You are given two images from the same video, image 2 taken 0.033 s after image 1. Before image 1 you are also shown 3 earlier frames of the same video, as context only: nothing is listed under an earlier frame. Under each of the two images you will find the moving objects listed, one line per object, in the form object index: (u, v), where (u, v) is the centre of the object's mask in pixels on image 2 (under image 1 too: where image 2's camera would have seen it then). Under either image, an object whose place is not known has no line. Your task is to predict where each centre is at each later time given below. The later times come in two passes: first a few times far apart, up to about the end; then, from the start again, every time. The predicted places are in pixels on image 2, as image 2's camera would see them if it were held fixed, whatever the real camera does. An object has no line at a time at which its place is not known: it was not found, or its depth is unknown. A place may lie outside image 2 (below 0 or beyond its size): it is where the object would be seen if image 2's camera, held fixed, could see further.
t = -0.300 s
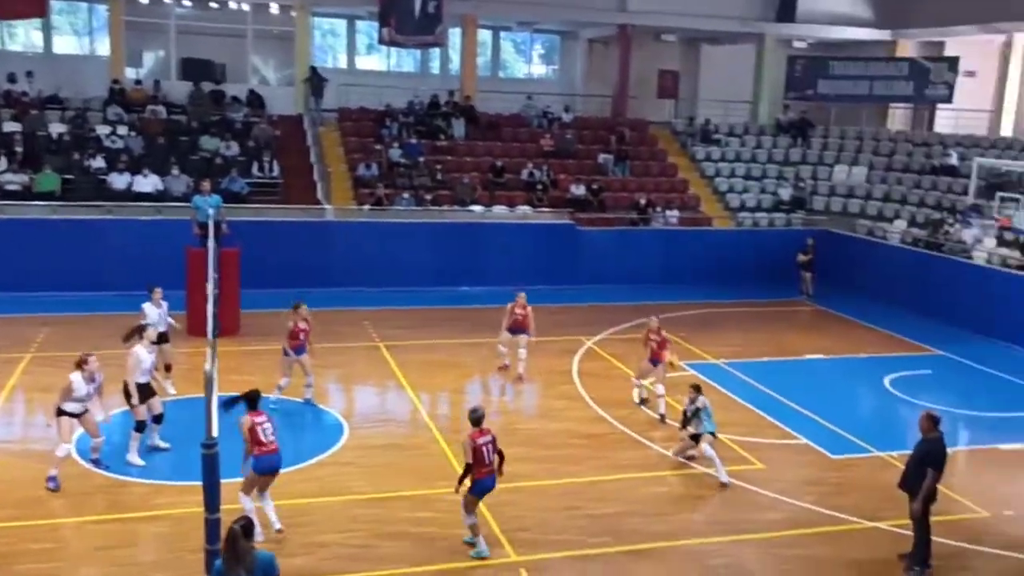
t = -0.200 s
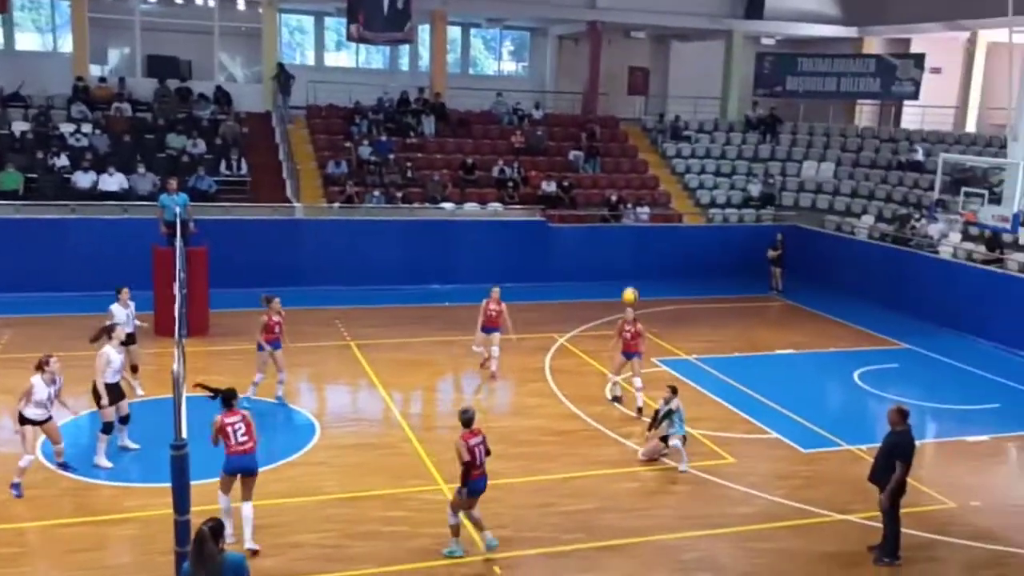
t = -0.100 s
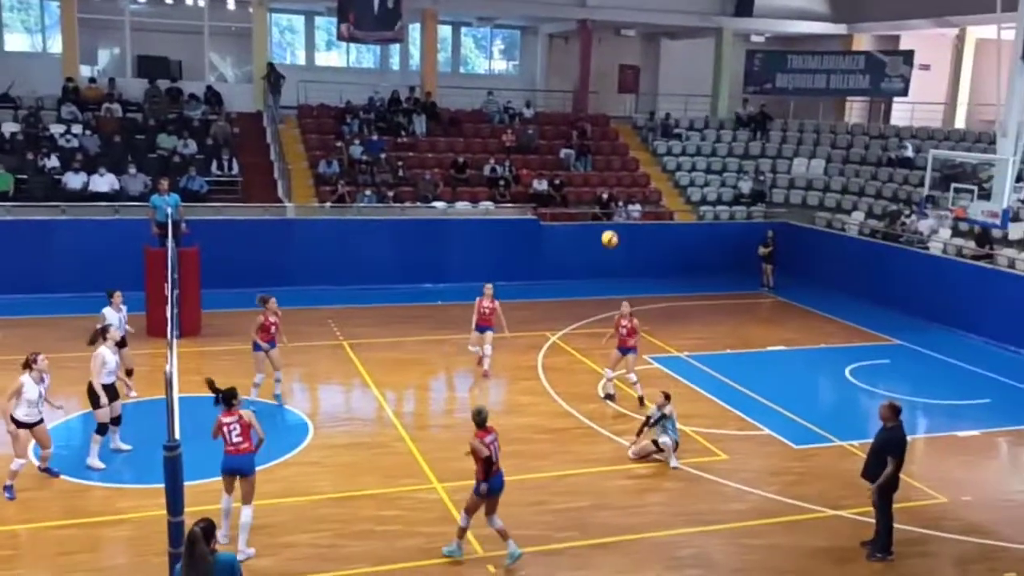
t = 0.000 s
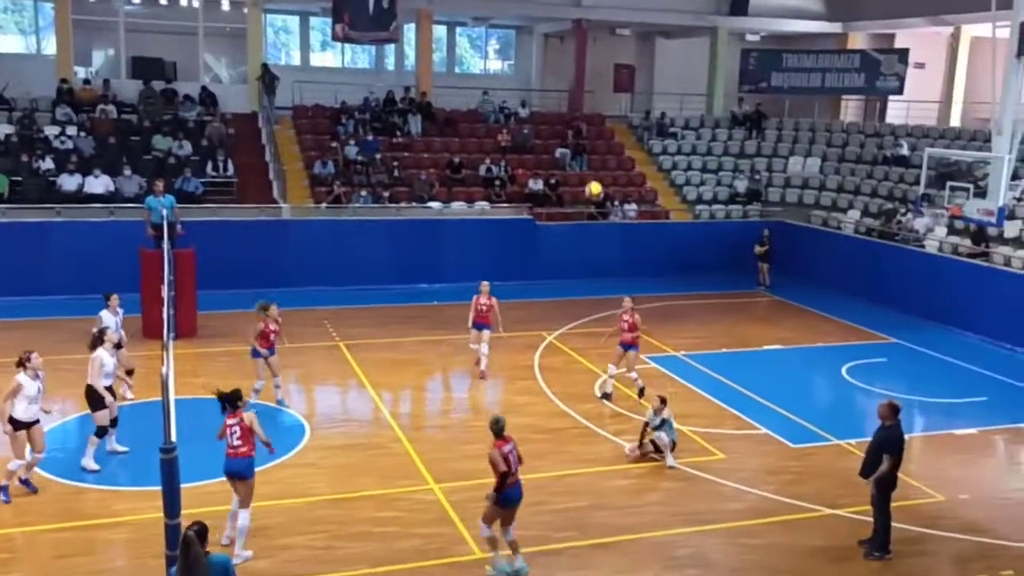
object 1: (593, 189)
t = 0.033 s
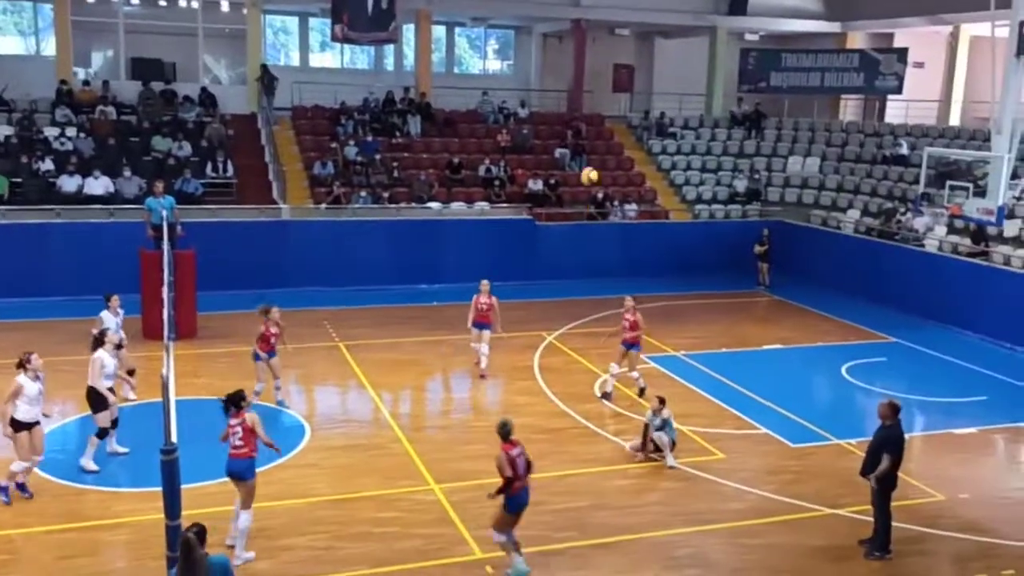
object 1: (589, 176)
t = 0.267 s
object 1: (562, 98)
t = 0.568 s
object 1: (525, 61)
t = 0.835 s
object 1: (492, 89)
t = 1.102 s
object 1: (455, 173)
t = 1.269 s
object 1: (432, 249)
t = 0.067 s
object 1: (585, 162)
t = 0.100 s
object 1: (581, 150)
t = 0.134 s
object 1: (577, 137)
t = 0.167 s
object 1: (573, 125)
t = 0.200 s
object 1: (570, 117)
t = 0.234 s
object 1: (566, 107)
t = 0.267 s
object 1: (562, 98)
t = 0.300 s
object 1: (557, 90)
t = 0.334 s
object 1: (554, 82)
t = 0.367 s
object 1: (550, 77)
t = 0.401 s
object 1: (546, 72)
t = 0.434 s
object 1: (542, 68)
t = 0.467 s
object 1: (538, 65)
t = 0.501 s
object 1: (533, 62)
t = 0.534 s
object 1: (530, 62)
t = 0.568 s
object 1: (525, 61)
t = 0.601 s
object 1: (521, 62)
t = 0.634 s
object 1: (517, 62)
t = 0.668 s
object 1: (513, 64)
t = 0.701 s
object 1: (509, 69)
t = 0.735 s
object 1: (505, 73)
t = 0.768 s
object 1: (500, 79)
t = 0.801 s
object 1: (496, 83)
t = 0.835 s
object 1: (492, 89)
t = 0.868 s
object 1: (486, 97)
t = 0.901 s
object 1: (483, 105)
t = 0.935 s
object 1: (477, 115)
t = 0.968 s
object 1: (473, 125)
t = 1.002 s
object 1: (469, 136)
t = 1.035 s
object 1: (464, 147)
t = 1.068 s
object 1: (460, 161)
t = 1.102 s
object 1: (455, 173)
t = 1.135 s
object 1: (451, 187)
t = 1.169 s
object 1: (447, 201)
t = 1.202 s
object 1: (441, 217)
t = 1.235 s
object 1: (437, 233)
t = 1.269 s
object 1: (432, 249)
